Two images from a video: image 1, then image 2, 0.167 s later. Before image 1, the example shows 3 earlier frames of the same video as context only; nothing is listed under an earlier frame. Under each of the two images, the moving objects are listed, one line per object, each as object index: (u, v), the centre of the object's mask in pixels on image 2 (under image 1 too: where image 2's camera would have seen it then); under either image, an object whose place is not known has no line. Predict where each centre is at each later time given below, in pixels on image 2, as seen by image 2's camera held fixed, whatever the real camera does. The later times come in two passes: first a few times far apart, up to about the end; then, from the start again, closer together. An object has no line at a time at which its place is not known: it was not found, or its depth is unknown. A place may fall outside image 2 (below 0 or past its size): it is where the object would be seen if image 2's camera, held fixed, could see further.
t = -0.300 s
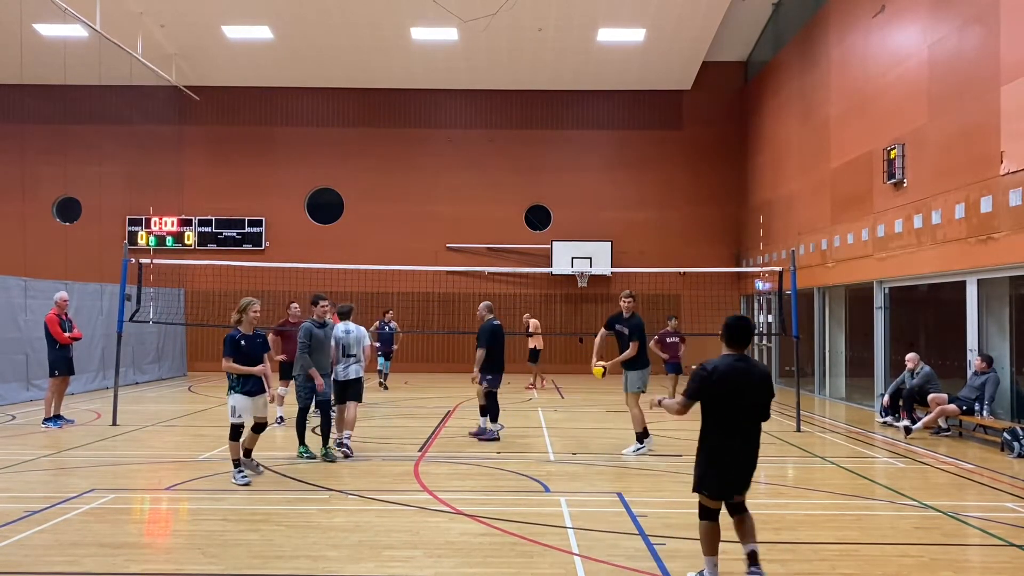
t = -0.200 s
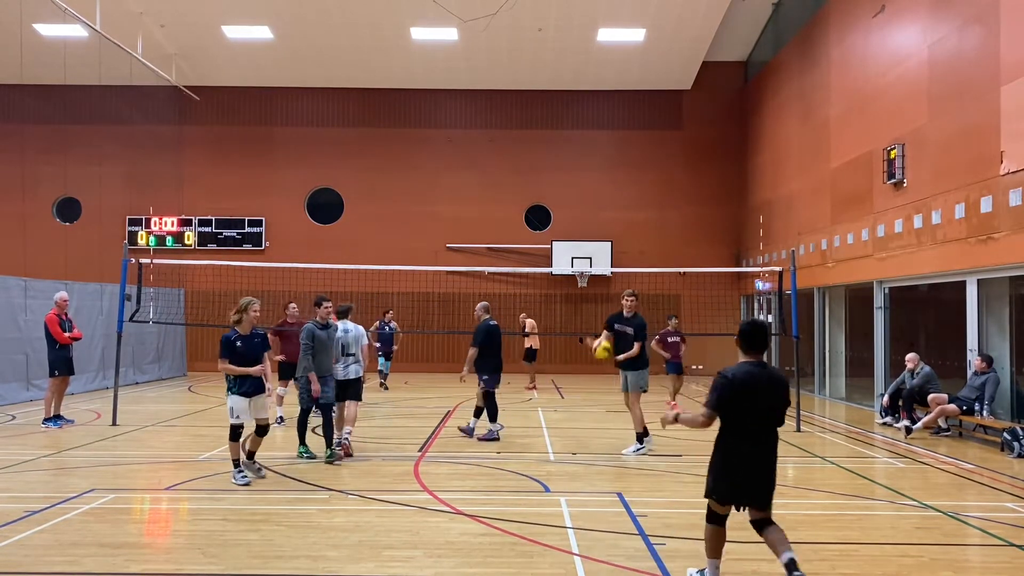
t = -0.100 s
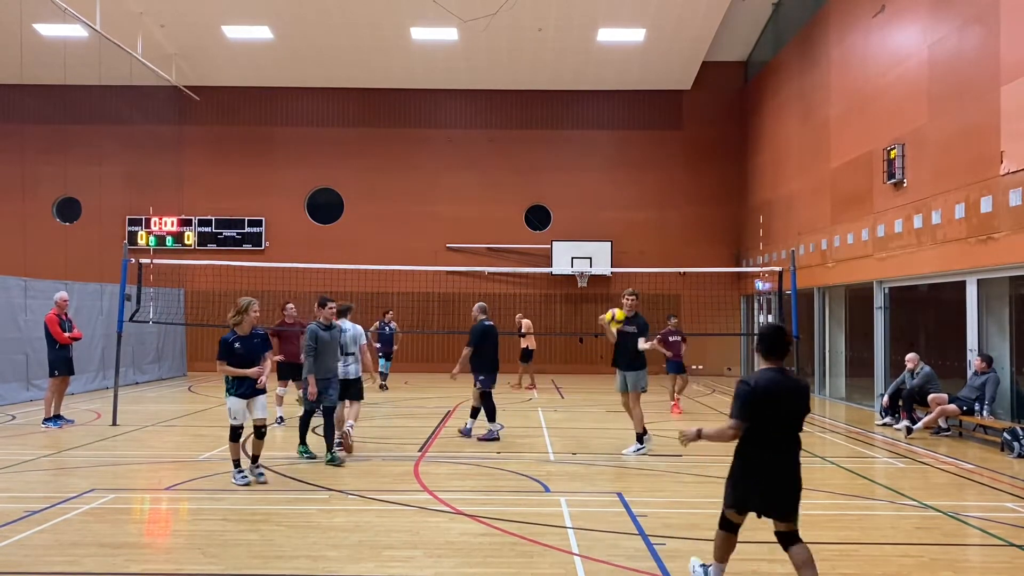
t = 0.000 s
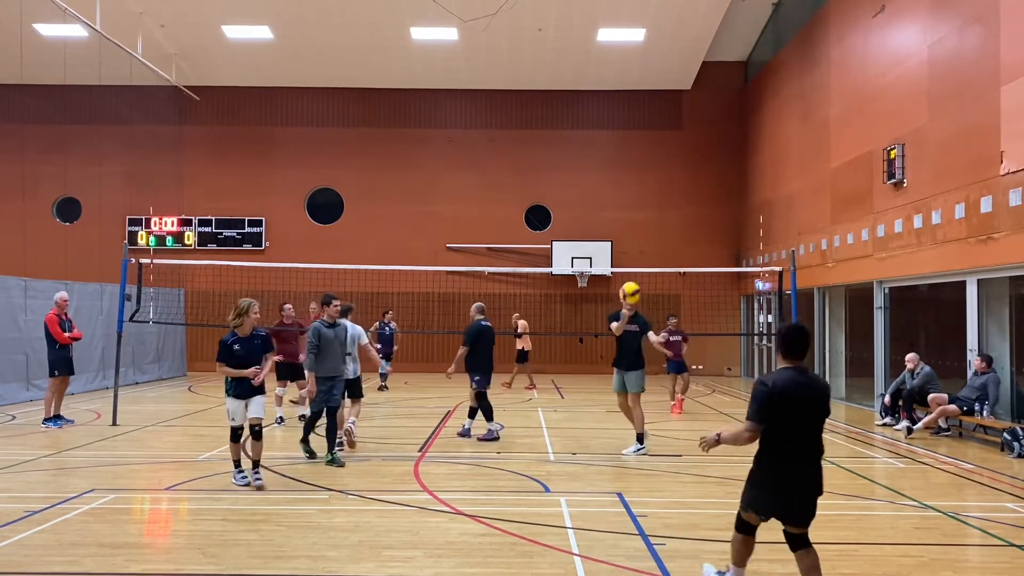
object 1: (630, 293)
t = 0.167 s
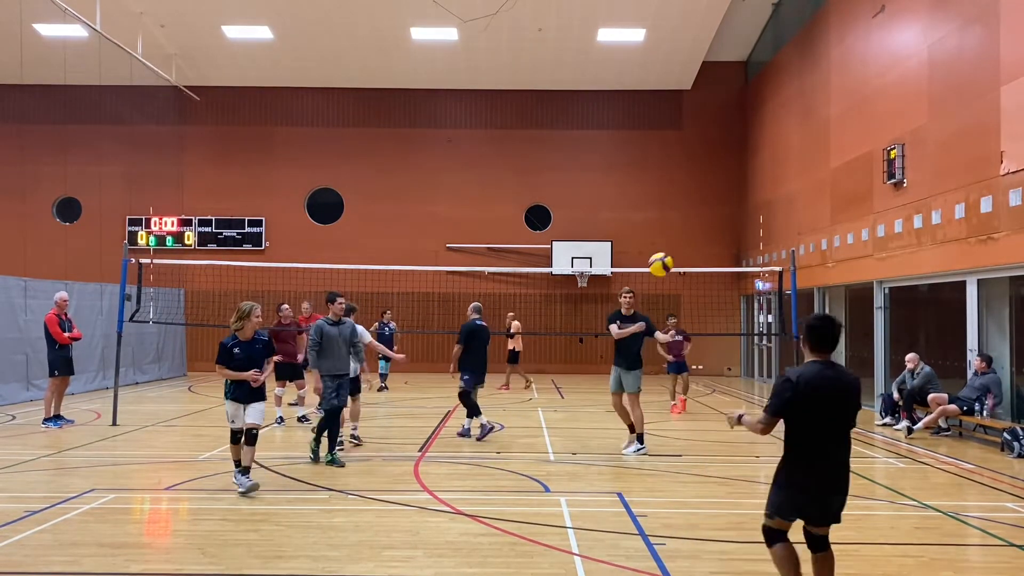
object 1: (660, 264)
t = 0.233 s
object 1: (675, 260)
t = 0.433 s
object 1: (730, 277)
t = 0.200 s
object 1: (668, 261)
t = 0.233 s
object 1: (675, 260)
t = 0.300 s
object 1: (691, 259)
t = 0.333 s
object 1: (699, 261)
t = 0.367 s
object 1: (709, 265)
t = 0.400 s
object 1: (719, 270)
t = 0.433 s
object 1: (730, 277)
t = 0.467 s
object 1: (740, 286)
